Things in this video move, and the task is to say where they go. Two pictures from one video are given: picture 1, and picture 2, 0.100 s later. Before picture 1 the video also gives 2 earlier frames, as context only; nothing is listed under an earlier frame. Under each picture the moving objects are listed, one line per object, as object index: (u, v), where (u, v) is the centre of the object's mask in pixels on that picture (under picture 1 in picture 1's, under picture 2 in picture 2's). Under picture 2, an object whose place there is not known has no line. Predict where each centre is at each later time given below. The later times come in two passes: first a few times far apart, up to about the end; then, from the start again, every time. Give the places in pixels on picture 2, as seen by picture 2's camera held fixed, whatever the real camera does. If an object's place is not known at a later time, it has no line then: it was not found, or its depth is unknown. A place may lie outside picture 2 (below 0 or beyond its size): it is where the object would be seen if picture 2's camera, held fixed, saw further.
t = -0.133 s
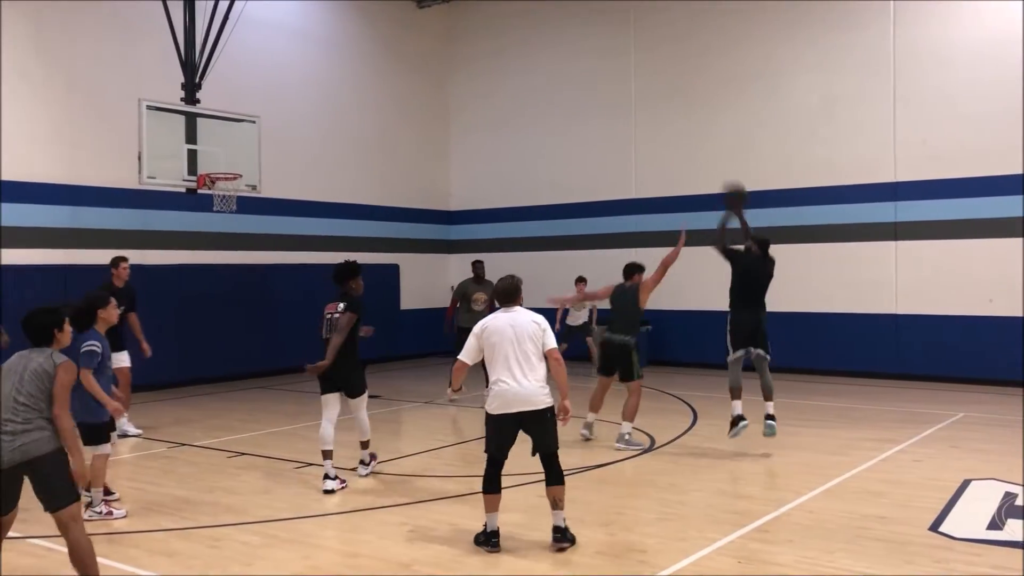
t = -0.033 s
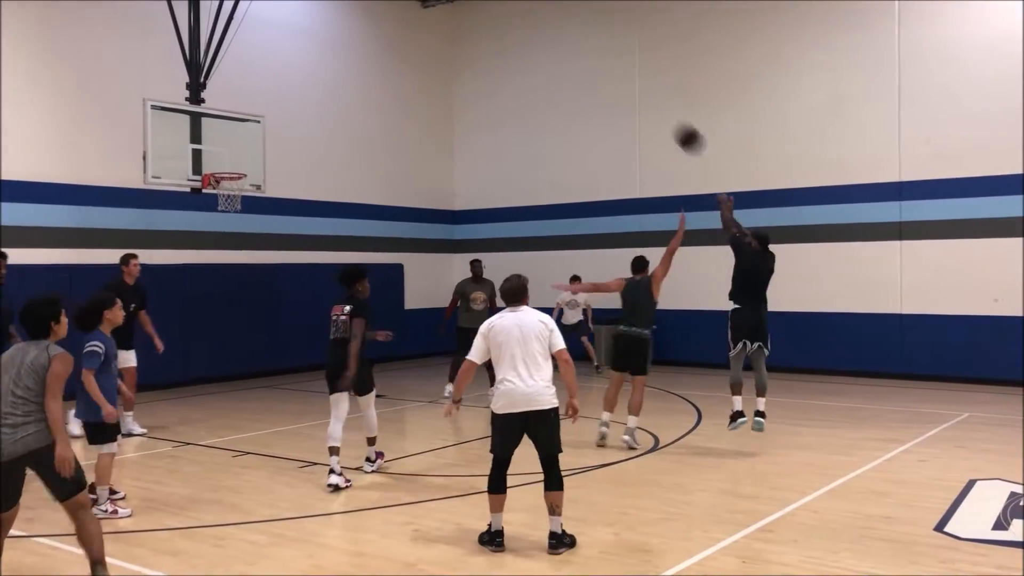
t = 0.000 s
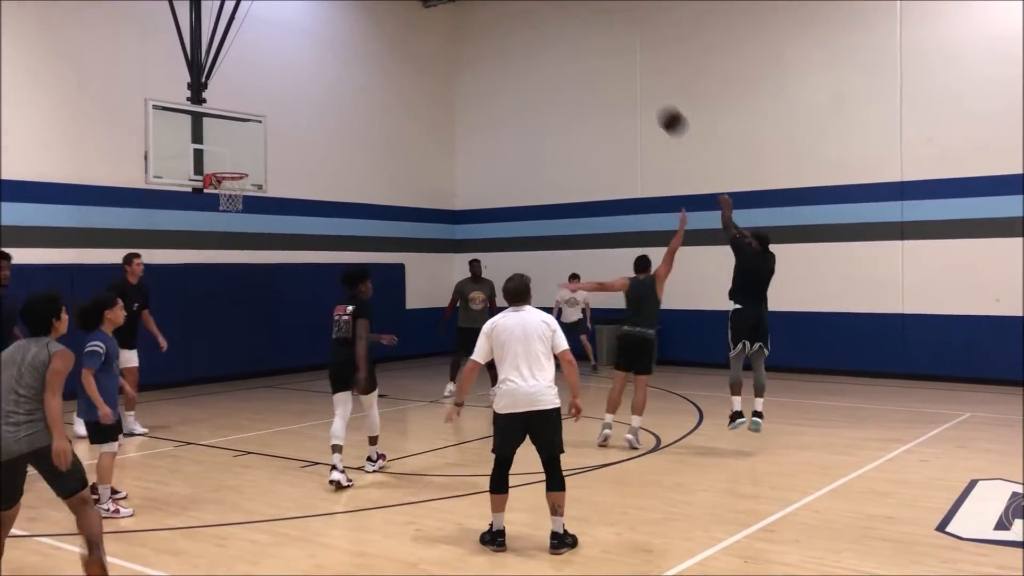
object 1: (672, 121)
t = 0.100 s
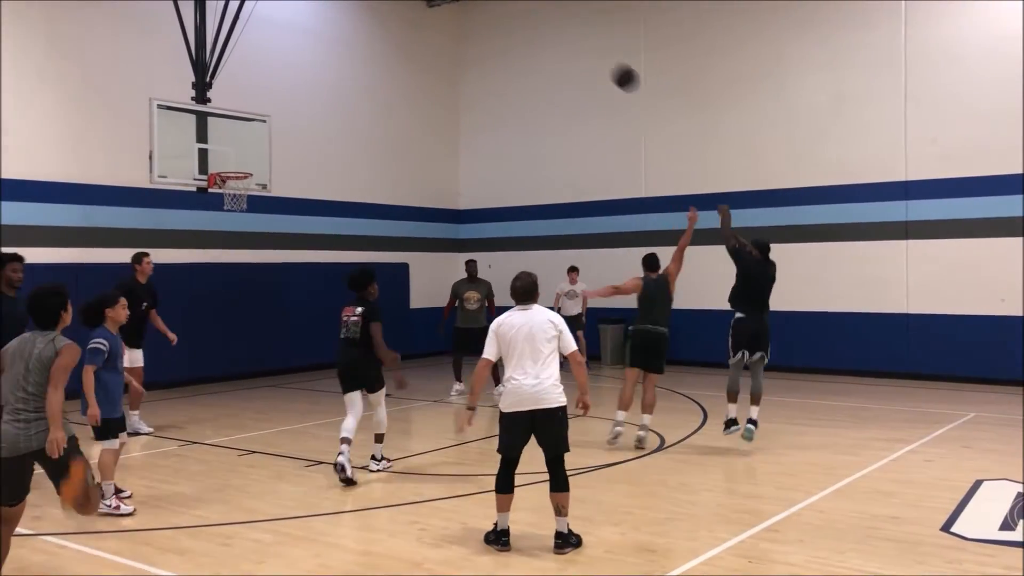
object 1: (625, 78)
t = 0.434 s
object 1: (477, 14)
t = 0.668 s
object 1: (389, 28)
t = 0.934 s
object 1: (302, 94)
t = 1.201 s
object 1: (227, 186)
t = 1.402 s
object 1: (211, 238)
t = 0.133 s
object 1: (609, 66)
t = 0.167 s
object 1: (593, 55)
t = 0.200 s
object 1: (578, 46)
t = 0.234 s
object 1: (563, 38)
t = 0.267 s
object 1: (548, 31)
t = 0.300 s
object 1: (533, 25)
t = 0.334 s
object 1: (518, 21)
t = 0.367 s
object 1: (504, 17)
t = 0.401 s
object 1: (490, 15)
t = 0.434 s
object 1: (477, 14)
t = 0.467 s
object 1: (464, 13)
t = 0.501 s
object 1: (451, 14)
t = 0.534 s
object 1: (438, 14)
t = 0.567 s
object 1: (425, 16)
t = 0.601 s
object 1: (413, 19)
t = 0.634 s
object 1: (401, 23)
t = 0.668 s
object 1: (389, 28)
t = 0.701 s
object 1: (377, 33)
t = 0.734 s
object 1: (366, 40)
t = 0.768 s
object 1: (355, 47)
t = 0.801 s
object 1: (344, 55)
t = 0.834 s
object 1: (333, 64)
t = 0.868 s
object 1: (323, 73)
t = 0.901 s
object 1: (312, 83)
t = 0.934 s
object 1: (302, 94)
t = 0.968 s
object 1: (293, 105)
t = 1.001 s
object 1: (283, 117)
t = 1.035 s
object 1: (273, 130)
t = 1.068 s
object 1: (264, 143)
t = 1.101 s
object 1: (254, 157)
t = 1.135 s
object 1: (246, 169)
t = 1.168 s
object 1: (236, 178)
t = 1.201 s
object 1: (227, 186)
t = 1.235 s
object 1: (223, 190)
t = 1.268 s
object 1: (223, 195)
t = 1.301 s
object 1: (219, 209)
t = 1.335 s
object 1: (216, 218)
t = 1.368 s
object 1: (213, 228)
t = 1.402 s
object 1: (211, 238)
